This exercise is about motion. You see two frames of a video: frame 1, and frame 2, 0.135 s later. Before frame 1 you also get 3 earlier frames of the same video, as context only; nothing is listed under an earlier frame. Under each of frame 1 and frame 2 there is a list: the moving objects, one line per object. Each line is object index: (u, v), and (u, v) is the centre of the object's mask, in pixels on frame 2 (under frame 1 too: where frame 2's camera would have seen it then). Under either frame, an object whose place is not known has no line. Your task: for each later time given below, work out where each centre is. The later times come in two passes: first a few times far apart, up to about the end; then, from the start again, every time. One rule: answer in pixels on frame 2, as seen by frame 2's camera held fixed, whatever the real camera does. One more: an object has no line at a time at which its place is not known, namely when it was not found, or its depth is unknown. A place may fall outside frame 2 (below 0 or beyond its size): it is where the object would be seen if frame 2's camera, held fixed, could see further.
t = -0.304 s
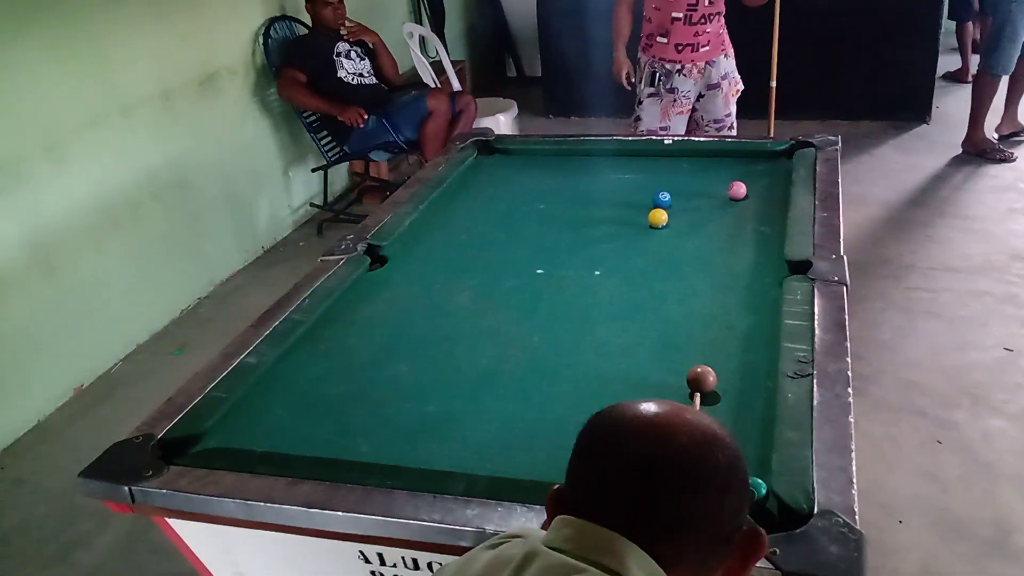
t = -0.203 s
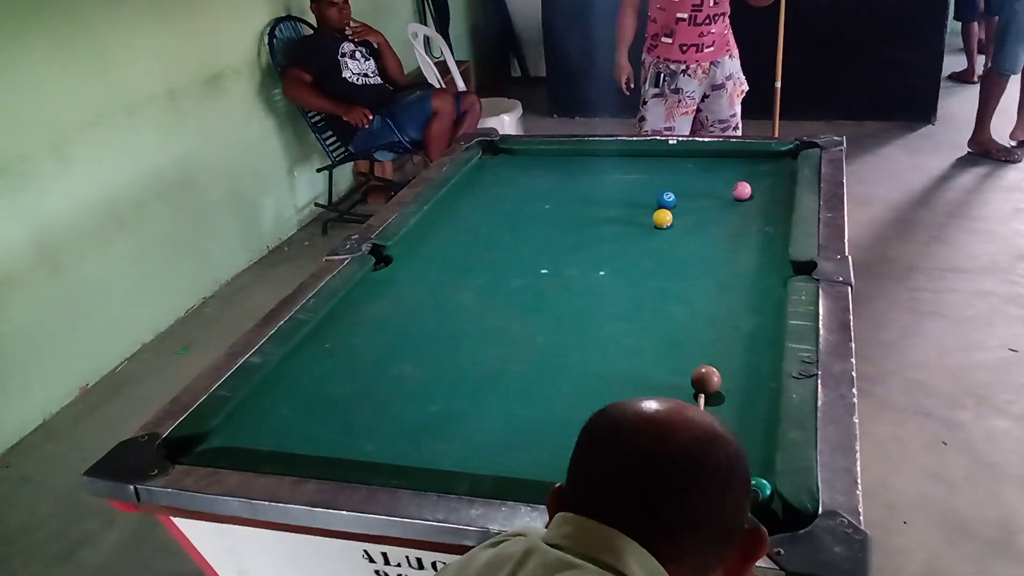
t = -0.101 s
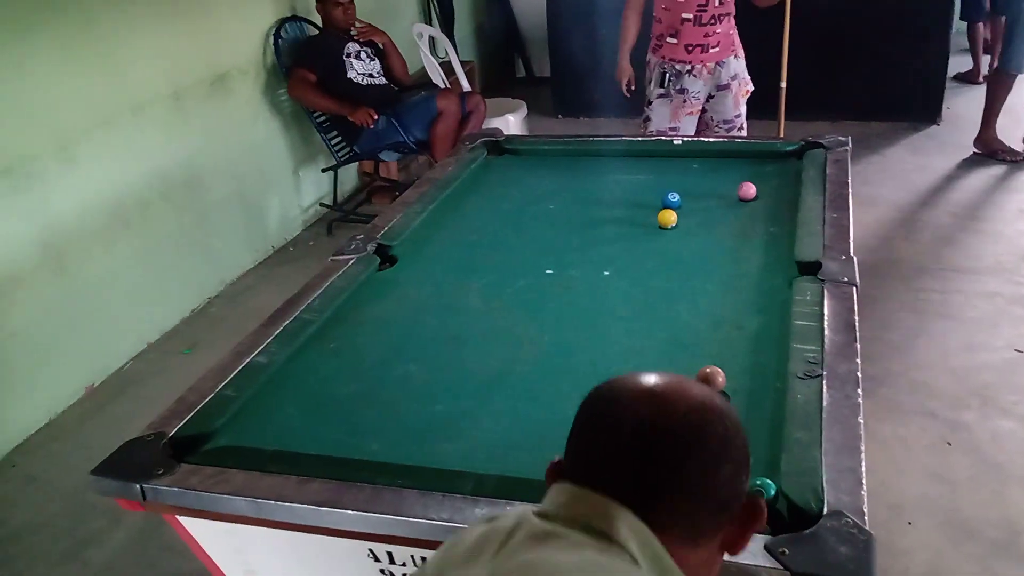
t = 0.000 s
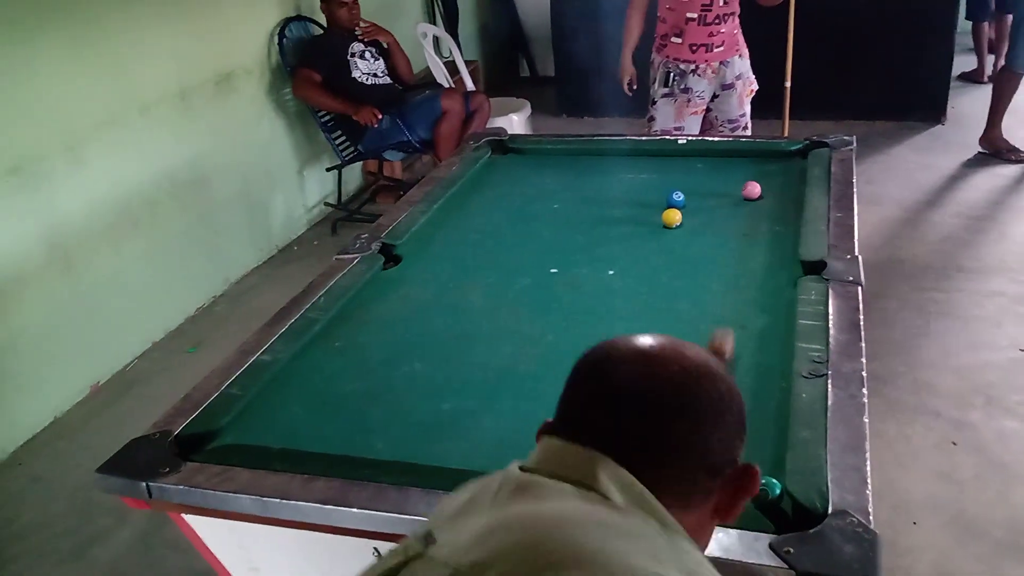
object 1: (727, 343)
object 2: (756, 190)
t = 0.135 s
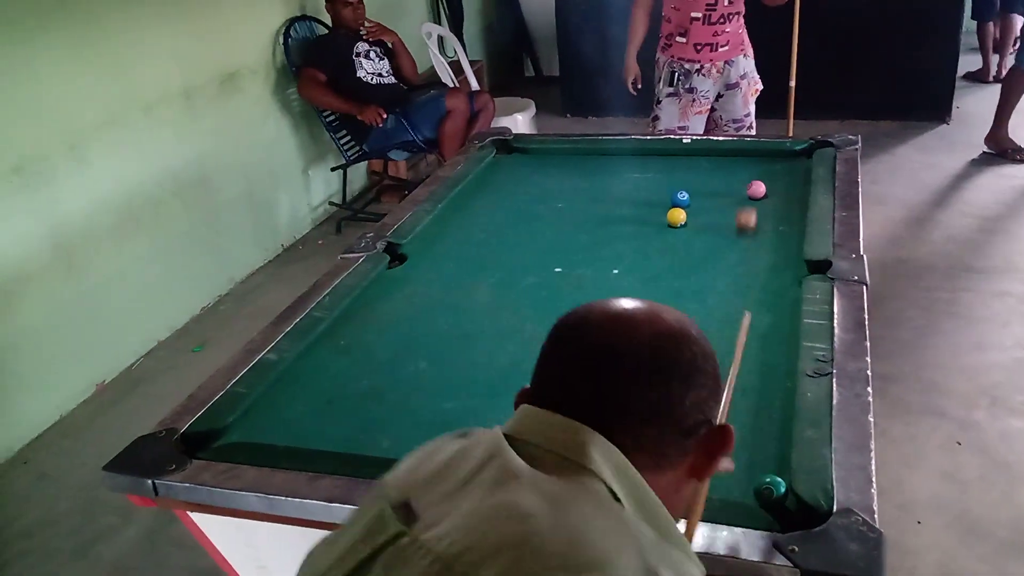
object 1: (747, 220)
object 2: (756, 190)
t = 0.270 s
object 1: (716, 184)
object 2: (806, 154)
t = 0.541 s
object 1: (646, 159)
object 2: (676, 162)
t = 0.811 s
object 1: (566, 159)
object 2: (553, 169)
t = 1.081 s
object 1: (517, 167)
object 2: (488, 178)
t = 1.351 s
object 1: (525, 164)
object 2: (509, 189)
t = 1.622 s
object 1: (531, 163)
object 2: (529, 200)
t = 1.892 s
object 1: (536, 162)
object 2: (550, 212)
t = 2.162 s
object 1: (538, 161)
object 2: (572, 223)
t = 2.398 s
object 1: (539, 161)
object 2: (589, 232)
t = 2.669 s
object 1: (538, 161)
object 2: (609, 243)
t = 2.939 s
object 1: (539, 162)
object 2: (628, 252)
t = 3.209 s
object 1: (538, 162)
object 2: (647, 261)
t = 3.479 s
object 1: (538, 162)
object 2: (664, 269)
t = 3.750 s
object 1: (538, 162)
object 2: (680, 275)
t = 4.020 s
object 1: (537, 162)
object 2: (694, 281)
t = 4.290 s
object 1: (536, 161)
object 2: (706, 285)
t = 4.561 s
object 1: (536, 161)
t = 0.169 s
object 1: (749, 198)
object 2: (759, 187)
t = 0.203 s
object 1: (739, 191)
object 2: (774, 172)
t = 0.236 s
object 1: (726, 188)
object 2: (790, 156)
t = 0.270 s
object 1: (716, 184)
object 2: (806, 154)
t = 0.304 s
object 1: (706, 181)
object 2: (790, 155)
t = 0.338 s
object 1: (697, 177)
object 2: (773, 156)
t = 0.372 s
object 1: (688, 174)
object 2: (756, 158)
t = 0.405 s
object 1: (678, 171)
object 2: (741, 158)
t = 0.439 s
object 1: (670, 167)
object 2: (724, 159)
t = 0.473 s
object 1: (662, 164)
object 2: (708, 161)
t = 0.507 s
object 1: (654, 161)
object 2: (692, 161)
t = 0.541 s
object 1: (646, 159)
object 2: (676, 162)
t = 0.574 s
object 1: (638, 155)
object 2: (660, 163)
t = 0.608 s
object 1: (631, 153)
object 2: (645, 164)
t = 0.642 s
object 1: (622, 151)
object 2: (629, 165)
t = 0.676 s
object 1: (610, 153)
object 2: (614, 166)
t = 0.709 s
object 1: (598, 154)
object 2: (598, 167)
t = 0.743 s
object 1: (588, 155)
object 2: (583, 167)
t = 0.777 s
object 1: (577, 157)
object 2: (569, 168)
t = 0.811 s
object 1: (566, 159)
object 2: (553, 169)
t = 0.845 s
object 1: (554, 162)
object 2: (538, 170)
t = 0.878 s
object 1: (543, 164)
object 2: (524, 170)
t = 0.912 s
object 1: (531, 165)
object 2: (509, 171)
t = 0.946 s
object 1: (520, 167)
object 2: (495, 172)
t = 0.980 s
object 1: (509, 169)
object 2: (487, 172)
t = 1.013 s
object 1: (510, 168)
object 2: (483, 175)
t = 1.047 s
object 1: (514, 167)
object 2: (486, 176)
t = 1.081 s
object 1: (517, 167)
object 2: (488, 178)
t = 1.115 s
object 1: (519, 166)
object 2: (491, 179)
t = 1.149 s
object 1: (520, 166)
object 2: (494, 181)
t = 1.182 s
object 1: (521, 166)
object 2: (496, 182)
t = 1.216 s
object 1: (522, 166)
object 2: (498, 183)
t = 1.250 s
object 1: (523, 165)
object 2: (501, 185)
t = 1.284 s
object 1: (524, 165)
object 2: (503, 186)
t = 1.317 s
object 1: (525, 165)
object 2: (506, 188)
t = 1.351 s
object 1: (525, 164)
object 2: (509, 189)
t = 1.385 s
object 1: (526, 164)
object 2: (511, 191)
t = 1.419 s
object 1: (527, 164)
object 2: (514, 192)
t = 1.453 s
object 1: (528, 164)
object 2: (516, 193)
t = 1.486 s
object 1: (529, 164)
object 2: (519, 195)
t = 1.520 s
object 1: (530, 164)
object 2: (521, 197)
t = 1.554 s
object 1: (530, 163)
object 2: (524, 198)
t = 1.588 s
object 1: (531, 163)
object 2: (527, 199)
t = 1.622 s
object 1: (531, 163)
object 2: (529, 200)
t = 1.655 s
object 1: (532, 163)
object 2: (532, 202)
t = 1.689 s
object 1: (533, 163)
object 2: (534, 203)
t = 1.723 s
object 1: (534, 162)
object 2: (537, 205)
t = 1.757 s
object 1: (534, 162)
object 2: (540, 207)
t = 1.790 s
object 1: (535, 162)
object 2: (542, 208)
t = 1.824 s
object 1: (535, 162)
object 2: (545, 209)
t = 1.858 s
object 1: (536, 162)
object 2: (548, 210)
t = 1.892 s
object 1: (536, 162)
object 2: (550, 212)
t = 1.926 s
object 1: (537, 162)
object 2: (553, 213)
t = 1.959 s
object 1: (538, 161)
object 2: (556, 214)
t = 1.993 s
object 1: (537, 161)
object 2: (558, 216)
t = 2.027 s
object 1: (538, 161)
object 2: (561, 217)
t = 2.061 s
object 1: (538, 161)
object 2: (564, 218)
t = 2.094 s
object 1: (538, 161)
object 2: (566, 220)
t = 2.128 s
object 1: (538, 161)
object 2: (568, 221)
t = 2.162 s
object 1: (538, 161)
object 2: (572, 223)
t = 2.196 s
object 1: (538, 161)
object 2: (574, 224)
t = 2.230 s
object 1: (539, 161)
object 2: (577, 225)
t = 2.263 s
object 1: (539, 161)
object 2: (579, 227)
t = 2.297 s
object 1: (539, 161)
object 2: (582, 228)
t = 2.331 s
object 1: (539, 161)
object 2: (584, 229)
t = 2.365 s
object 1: (539, 161)
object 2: (586, 231)
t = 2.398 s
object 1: (539, 161)
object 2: (589, 232)
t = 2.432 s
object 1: (539, 161)
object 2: (592, 233)
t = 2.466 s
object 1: (539, 161)
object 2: (594, 234)
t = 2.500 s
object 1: (539, 161)
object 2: (597, 236)
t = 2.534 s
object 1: (539, 161)
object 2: (599, 237)
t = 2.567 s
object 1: (539, 161)
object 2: (602, 239)
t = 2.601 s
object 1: (539, 161)
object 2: (604, 240)
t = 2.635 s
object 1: (538, 161)
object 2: (607, 241)
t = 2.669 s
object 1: (538, 161)
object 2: (609, 243)
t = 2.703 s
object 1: (538, 161)
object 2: (612, 243)
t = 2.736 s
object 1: (538, 161)
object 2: (614, 245)
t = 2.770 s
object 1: (538, 161)
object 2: (616, 246)
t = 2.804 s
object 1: (538, 161)
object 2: (619, 248)
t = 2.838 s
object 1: (538, 162)
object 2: (621, 249)
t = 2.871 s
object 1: (538, 162)
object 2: (624, 250)
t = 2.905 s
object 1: (538, 162)
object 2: (626, 251)
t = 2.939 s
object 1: (539, 162)
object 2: (628, 252)
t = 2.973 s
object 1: (538, 162)
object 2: (631, 253)
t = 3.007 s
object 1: (539, 162)
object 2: (633, 255)
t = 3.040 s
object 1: (539, 162)
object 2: (636, 256)
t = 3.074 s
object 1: (539, 162)
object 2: (638, 256)
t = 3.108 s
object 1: (538, 162)
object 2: (640, 257)
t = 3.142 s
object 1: (538, 162)
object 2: (642, 259)
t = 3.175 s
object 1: (538, 162)
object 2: (645, 260)
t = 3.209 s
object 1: (538, 162)
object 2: (647, 261)
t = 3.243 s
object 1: (538, 162)
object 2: (649, 262)
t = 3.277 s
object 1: (538, 162)
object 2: (651, 262)
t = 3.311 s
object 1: (538, 162)
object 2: (653, 263)
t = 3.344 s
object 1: (538, 161)
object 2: (656, 265)
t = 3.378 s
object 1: (538, 162)
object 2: (658, 266)
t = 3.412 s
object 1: (538, 161)
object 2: (660, 266)
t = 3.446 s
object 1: (538, 162)
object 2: (662, 267)
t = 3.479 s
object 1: (538, 162)
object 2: (664, 269)
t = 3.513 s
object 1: (538, 162)
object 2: (666, 269)
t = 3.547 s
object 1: (538, 162)
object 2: (668, 270)
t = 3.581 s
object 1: (538, 162)
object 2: (670, 271)
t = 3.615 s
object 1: (538, 162)
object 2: (672, 272)
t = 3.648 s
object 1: (538, 162)
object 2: (674, 273)
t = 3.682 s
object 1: (538, 162)
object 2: (676, 274)
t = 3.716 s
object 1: (538, 162)
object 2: (678, 274)
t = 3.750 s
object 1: (538, 162)
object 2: (680, 275)
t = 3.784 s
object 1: (538, 162)
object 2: (682, 276)
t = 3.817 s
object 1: (538, 162)
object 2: (683, 277)
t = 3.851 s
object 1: (537, 162)
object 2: (685, 277)
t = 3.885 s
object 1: (537, 162)
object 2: (687, 278)
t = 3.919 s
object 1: (537, 162)
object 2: (689, 279)
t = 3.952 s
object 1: (537, 162)
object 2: (691, 279)
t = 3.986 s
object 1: (537, 162)
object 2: (692, 280)
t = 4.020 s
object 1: (537, 162)
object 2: (694, 281)
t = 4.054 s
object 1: (537, 162)
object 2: (696, 281)
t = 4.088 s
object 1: (536, 161)
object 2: (697, 282)
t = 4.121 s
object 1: (537, 162)
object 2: (699, 282)
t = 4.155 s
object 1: (536, 162)
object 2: (700, 283)
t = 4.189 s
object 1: (536, 162)
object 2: (702, 284)
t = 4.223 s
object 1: (536, 162)
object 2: (703, 284)
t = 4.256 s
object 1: (537, 161)
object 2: (704, 285)
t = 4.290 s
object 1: (536, 161)
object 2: (706, 285)
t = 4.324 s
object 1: (536, 161)
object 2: (707, 286)
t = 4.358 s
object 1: (536, 161)
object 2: (709, 286)
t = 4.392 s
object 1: (536, 161)
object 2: (710, 287)
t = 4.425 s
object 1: (537, 160)
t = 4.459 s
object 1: (536, 160)
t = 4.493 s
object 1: (536, 160)
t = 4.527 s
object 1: (536, 160)
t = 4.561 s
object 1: (536, 161)
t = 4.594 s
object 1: (536, 161)
